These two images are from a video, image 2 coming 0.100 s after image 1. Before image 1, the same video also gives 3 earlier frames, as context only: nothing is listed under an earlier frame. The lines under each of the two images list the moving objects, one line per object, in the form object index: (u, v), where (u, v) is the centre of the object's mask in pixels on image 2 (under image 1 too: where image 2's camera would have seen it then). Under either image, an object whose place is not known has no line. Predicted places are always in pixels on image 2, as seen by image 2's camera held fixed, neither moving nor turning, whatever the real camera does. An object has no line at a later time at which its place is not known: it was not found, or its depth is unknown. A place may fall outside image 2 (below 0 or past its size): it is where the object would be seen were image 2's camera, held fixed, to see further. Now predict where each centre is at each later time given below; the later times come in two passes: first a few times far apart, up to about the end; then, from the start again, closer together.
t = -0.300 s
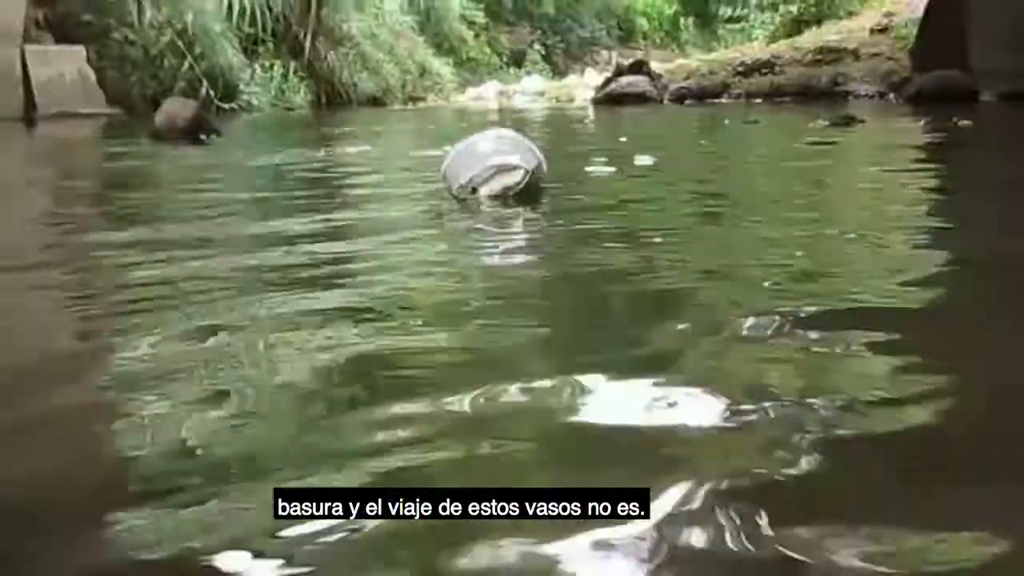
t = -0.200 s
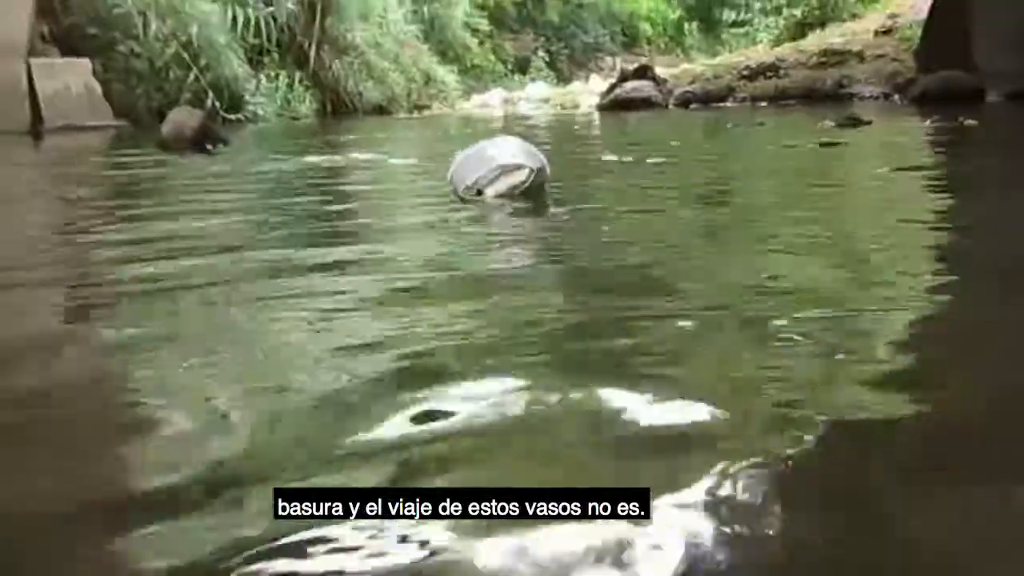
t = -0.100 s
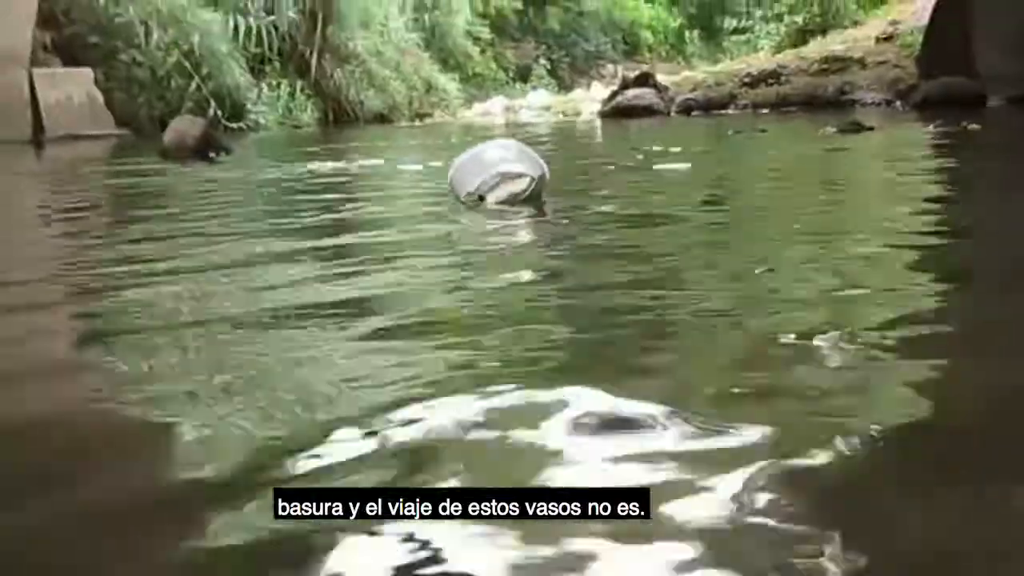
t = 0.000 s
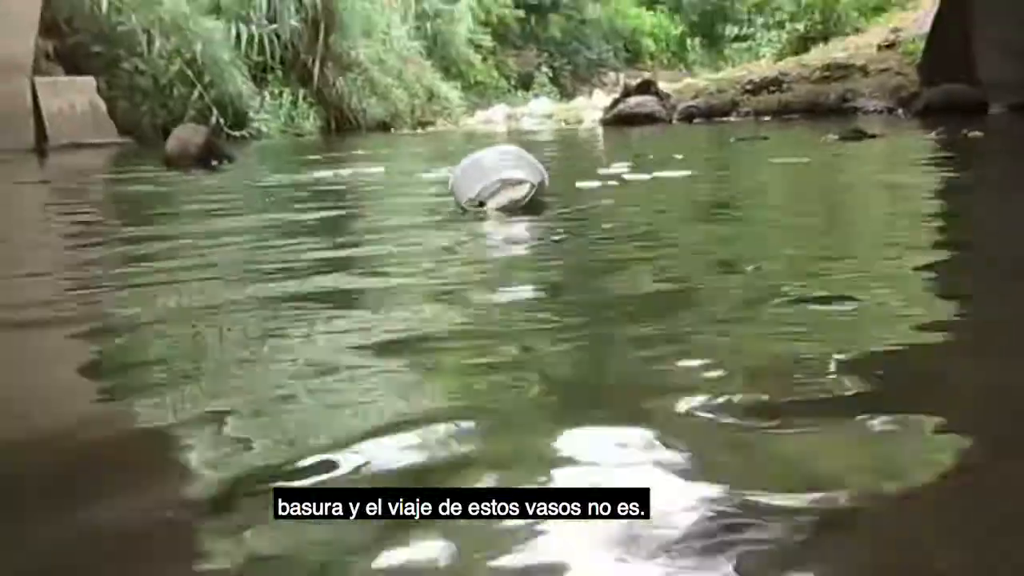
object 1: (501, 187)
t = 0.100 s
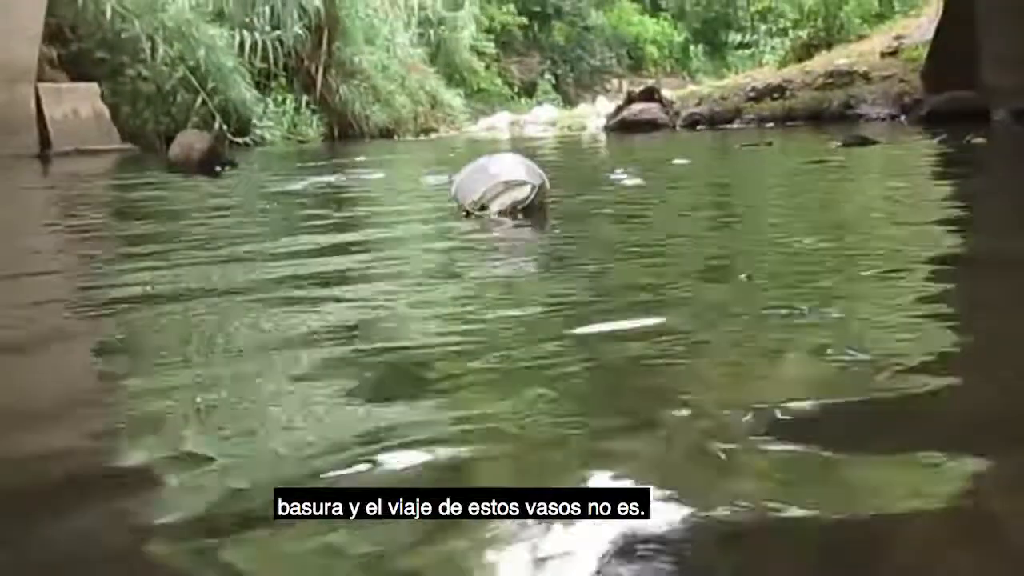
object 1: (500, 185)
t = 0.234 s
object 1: (498, 180)
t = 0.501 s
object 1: (498, 186)
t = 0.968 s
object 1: (484, 190)
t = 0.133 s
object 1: (500, 185)
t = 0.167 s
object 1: (499, 183)
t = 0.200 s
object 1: (499, 182)
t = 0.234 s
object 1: (498, 180)
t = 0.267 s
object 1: (497, 179)
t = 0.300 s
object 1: (496, 178)
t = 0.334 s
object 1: (496, 180)
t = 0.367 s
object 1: (496, 181)
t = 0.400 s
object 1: (495, 181)
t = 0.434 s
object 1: (495, 182)
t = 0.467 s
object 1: (496, 184)
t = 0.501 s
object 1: (498, 186)
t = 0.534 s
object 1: (497, 186)
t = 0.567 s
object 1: (497, 186)
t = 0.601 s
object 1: (495, 185)
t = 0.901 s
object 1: (488, 187)
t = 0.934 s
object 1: (484, 187)
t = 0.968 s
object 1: (484, 190)
